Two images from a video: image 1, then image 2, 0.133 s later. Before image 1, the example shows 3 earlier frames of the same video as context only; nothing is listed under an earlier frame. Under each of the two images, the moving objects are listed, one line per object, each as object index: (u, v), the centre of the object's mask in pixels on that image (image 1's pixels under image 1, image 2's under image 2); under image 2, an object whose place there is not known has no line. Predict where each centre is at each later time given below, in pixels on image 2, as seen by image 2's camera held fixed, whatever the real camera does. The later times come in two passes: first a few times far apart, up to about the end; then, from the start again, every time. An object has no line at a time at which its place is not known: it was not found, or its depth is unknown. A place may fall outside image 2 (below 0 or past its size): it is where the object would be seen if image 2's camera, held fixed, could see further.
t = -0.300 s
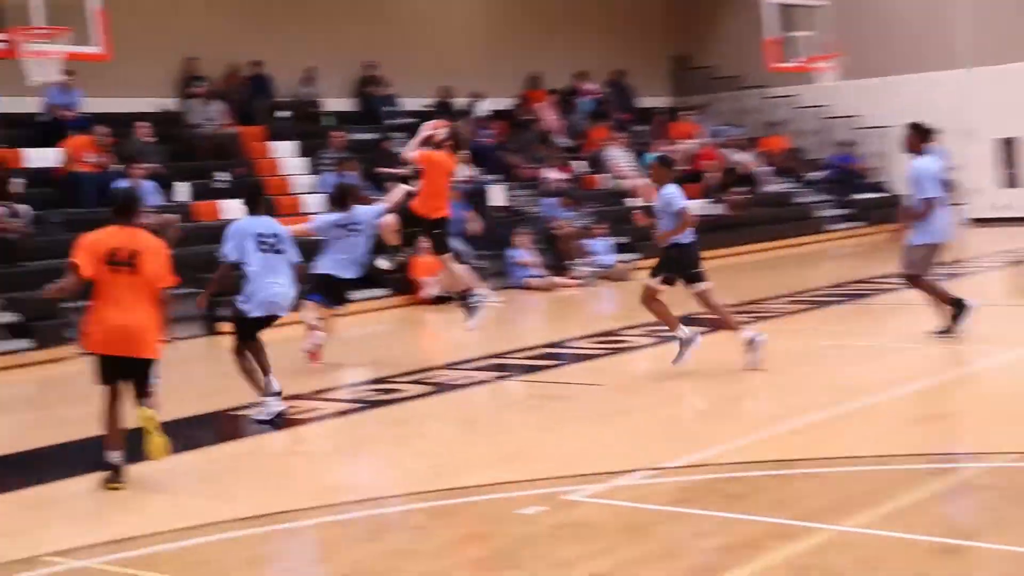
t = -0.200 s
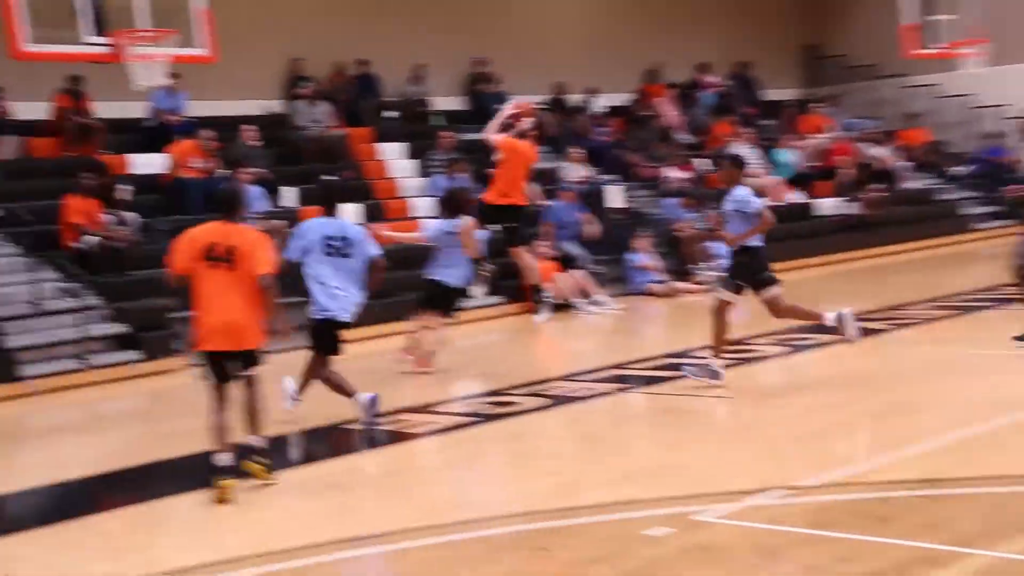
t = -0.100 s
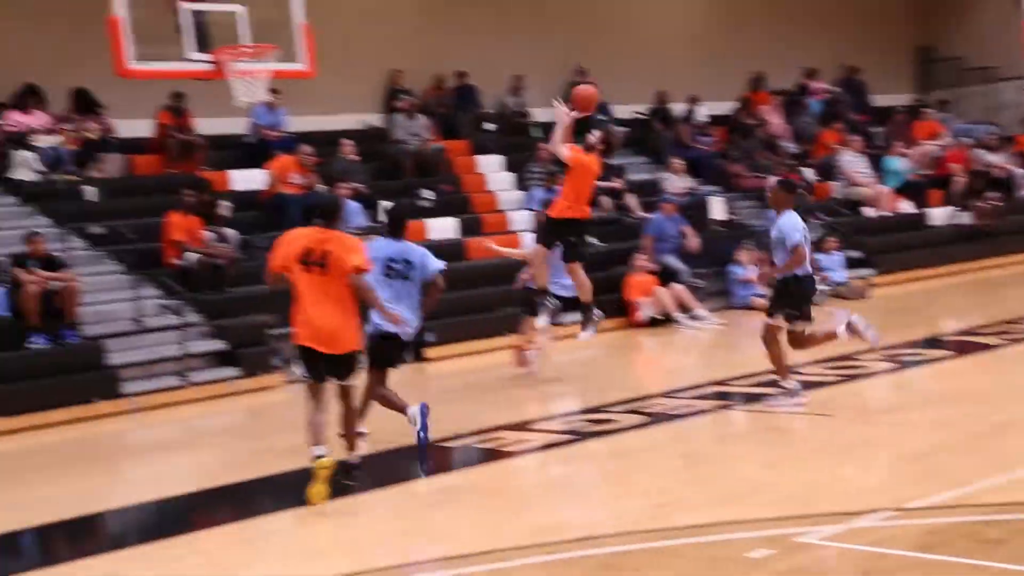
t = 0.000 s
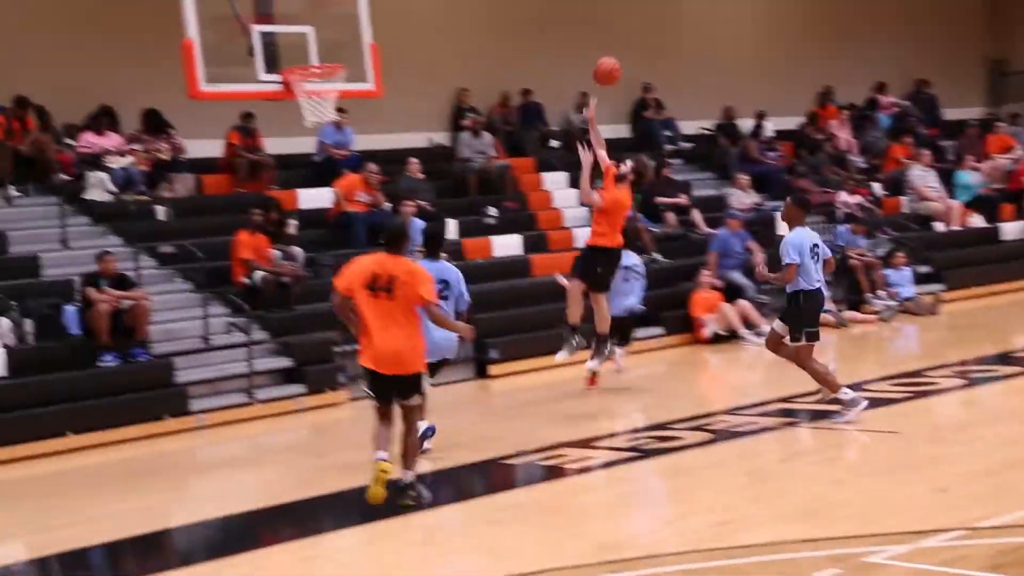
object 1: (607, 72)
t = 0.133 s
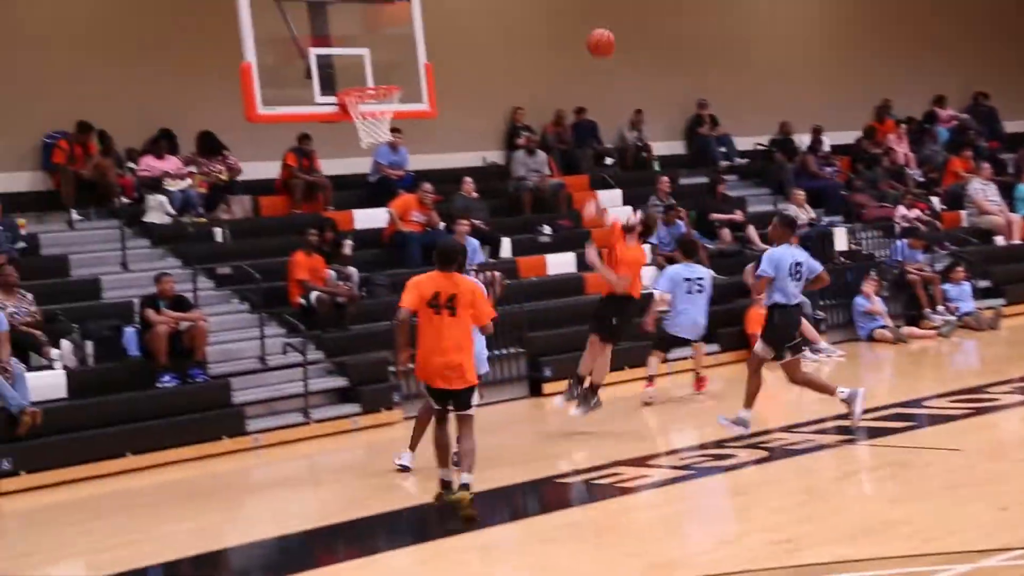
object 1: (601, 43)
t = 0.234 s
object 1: (558, 23)
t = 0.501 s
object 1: (449, 24)
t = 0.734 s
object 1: (361, 84)
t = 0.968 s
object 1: (388, 122)
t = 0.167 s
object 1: (586, 35)
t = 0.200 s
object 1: (572, 28)
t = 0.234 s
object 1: (558, 23)
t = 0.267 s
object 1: (544, 18)
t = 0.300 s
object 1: (530, 15)
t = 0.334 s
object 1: (517, 13)
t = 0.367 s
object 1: (504, 13)
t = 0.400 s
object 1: (490, 13)
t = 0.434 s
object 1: (476, 16)
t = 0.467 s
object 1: (463, 19)
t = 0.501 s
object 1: (449, 24)
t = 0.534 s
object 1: (436, 30)
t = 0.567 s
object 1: (421, 39)
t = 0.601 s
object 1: (407, 47)
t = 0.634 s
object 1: (394, 57)
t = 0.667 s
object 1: (382, 67)
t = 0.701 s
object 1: (370, 78)
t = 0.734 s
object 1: (361, 84)
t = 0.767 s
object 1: (369, 102)
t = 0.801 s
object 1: (375, 110)
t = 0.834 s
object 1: (374, 120)
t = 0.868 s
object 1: (380, 129)
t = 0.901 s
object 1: (384, 124)
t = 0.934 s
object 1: (386, 122)
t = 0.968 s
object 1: (388, 122)
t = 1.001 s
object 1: (390, 124)
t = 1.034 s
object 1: (393, 126)
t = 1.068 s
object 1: (397, 130)
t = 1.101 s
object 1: (401, 134)
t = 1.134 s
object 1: (404, 138)
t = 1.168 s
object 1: (408, 144)
